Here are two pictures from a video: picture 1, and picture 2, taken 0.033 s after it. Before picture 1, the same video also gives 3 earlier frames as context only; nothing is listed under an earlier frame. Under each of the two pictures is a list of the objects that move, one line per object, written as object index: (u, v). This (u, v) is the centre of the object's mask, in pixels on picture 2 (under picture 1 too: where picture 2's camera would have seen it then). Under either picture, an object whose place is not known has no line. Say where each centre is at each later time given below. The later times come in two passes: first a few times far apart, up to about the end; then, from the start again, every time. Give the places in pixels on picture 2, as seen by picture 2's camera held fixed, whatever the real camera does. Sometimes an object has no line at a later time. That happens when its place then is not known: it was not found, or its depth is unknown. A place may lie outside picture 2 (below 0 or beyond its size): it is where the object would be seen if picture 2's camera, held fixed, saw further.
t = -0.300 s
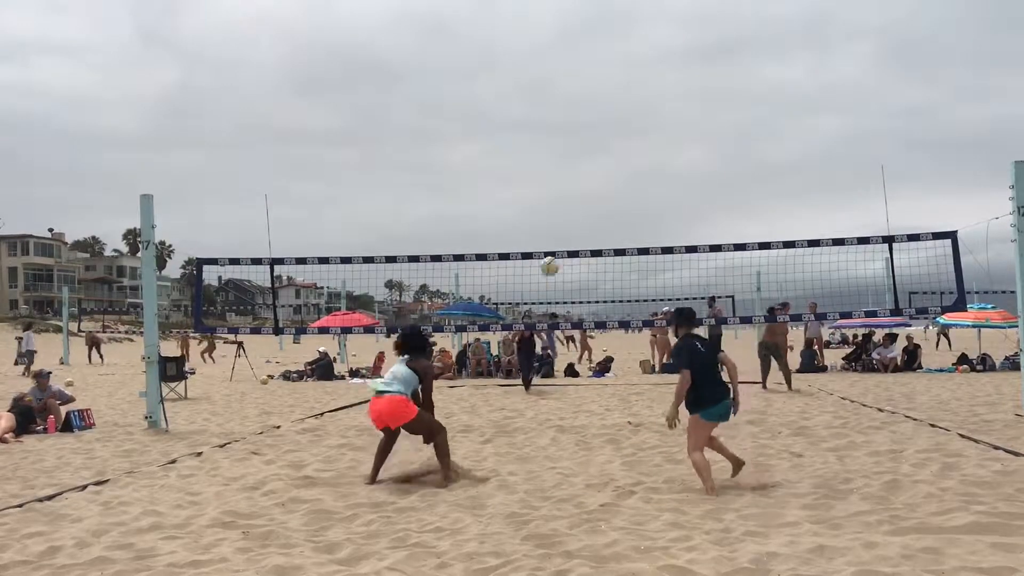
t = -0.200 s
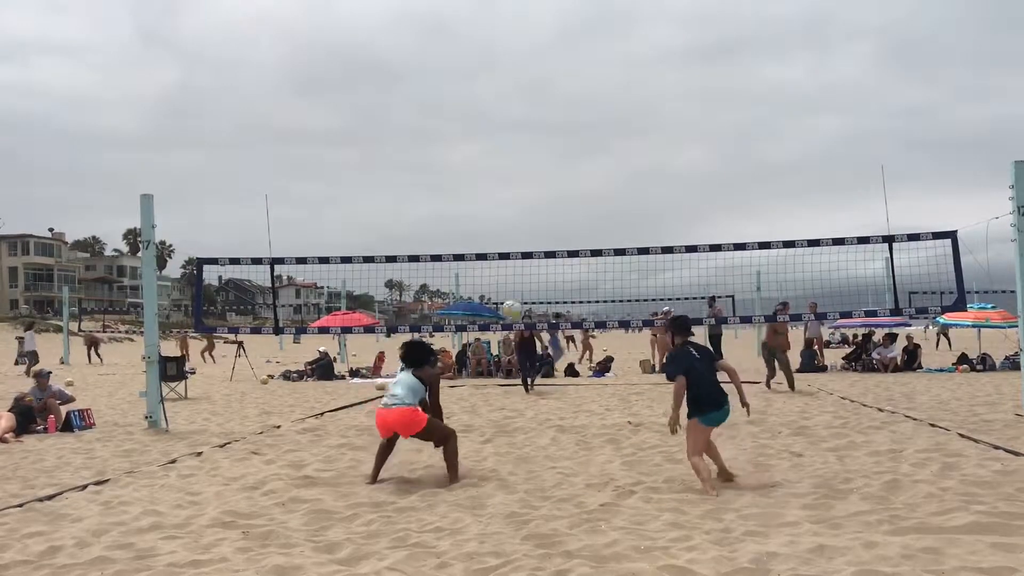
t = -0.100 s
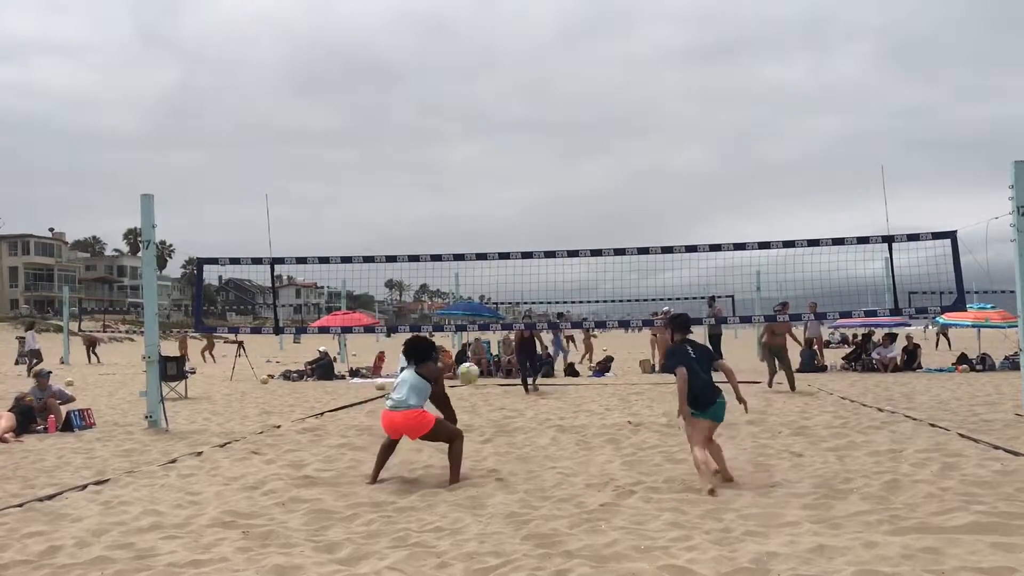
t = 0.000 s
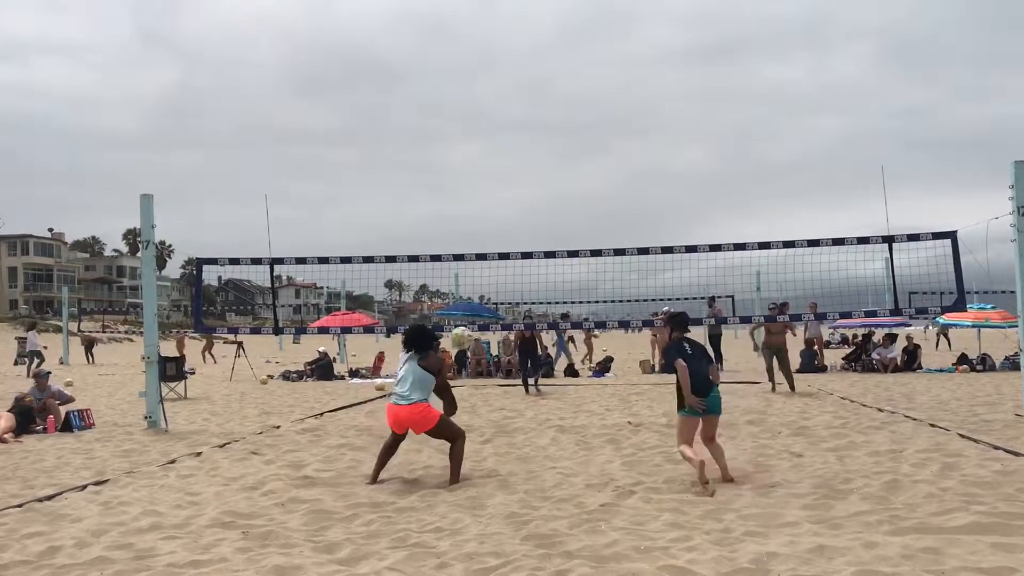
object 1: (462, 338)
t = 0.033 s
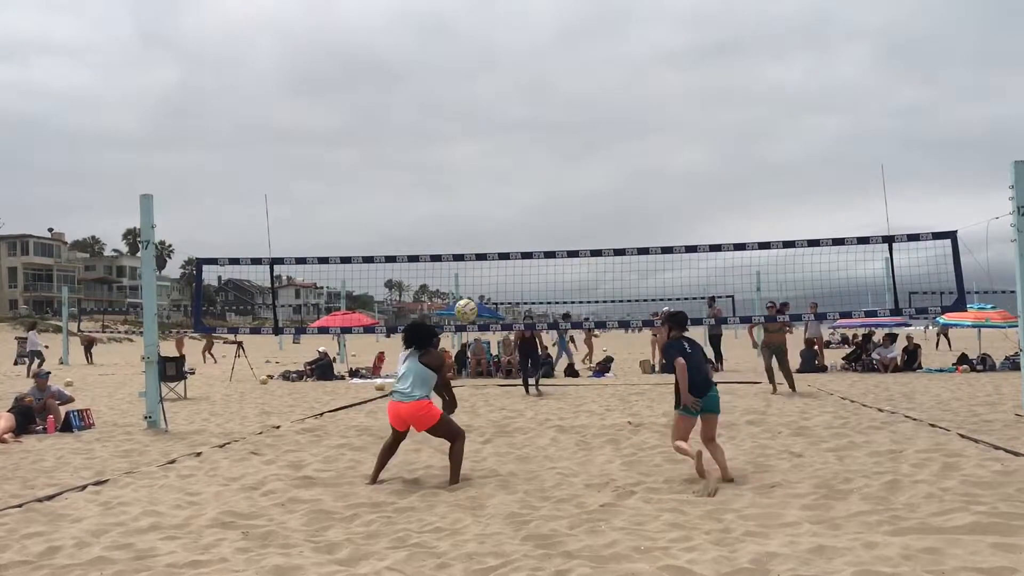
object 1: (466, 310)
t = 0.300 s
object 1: (497, 140)
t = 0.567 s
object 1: (524, 49)
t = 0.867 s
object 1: (554, 32)
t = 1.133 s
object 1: (578, 86)
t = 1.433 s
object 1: (601, 214)
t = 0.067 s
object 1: (469, 284)
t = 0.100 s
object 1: (474, 260)
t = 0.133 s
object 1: (478, 237)
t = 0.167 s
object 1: (482, 215)
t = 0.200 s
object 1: (486, 195)
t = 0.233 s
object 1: (490, 175)
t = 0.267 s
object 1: (494, 157)
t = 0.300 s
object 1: (497, 140)
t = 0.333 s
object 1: (501, 124)
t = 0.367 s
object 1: (504, 111)
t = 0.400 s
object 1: (507, 97)
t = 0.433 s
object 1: (511, 85)
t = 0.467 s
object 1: (514, 74)
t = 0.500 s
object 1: (517, 65)
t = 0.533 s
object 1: (521, 57)
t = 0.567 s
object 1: (524, 49)
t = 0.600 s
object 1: (528, 43)
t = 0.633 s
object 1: (531, 38)
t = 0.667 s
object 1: (534, 34)
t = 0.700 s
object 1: (538, 31)
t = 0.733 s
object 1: (541, 29)
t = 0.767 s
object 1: (544, 28)
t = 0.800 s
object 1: (548, 28)
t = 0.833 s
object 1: (551, 30)
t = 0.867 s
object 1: (554, 32)
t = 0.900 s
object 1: (557, 36)
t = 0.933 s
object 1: (560, 40)
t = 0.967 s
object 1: (563, 45)
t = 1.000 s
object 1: (566, 51)
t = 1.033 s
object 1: (569, 59)
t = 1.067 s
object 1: (572, 67)
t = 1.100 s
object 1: (575, 76)
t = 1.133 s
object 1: (578, 86)
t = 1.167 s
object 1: (580, 97)
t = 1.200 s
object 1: (583, 108)
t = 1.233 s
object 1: (586, 121)
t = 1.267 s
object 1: (588, 134)
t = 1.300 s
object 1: (591, 149)
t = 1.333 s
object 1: (593, 163)
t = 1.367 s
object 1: (595, 180)
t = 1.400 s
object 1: (598, 196)
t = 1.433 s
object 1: (601, 214)
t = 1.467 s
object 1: (603, 231)
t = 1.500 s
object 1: (605, 249)
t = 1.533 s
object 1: (608, 270)
